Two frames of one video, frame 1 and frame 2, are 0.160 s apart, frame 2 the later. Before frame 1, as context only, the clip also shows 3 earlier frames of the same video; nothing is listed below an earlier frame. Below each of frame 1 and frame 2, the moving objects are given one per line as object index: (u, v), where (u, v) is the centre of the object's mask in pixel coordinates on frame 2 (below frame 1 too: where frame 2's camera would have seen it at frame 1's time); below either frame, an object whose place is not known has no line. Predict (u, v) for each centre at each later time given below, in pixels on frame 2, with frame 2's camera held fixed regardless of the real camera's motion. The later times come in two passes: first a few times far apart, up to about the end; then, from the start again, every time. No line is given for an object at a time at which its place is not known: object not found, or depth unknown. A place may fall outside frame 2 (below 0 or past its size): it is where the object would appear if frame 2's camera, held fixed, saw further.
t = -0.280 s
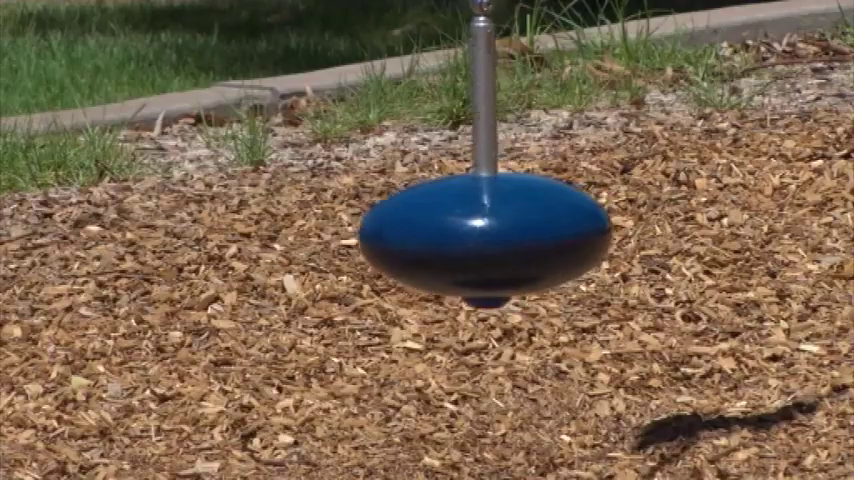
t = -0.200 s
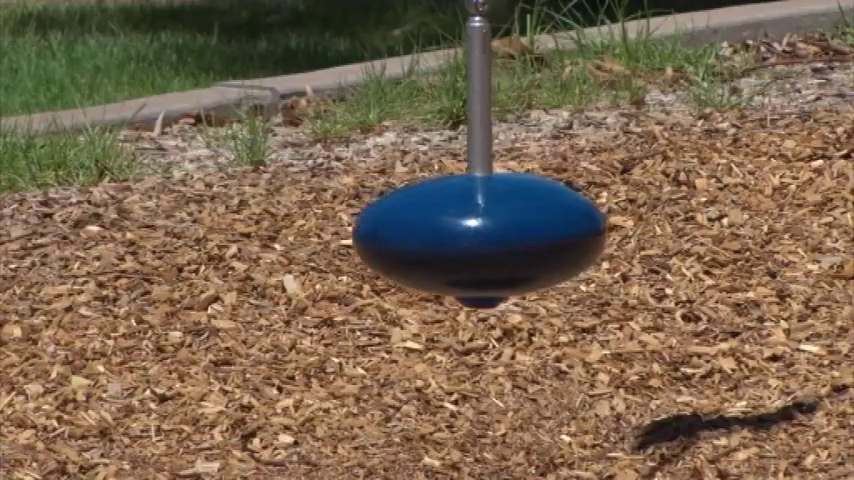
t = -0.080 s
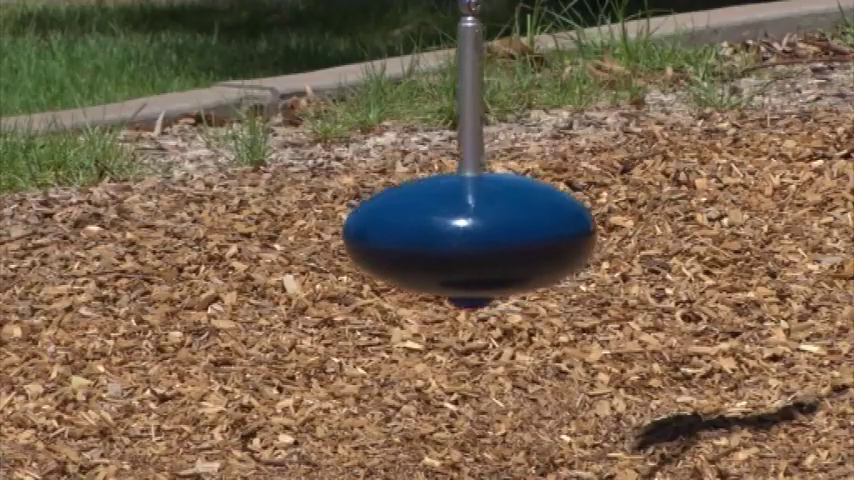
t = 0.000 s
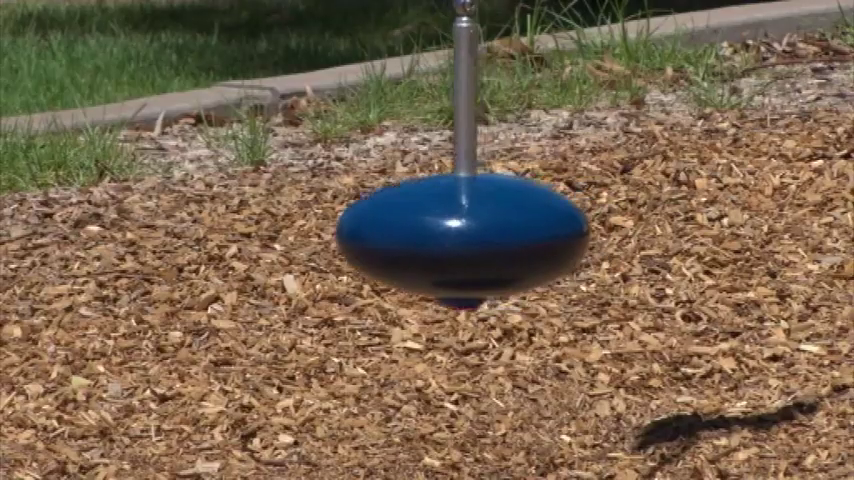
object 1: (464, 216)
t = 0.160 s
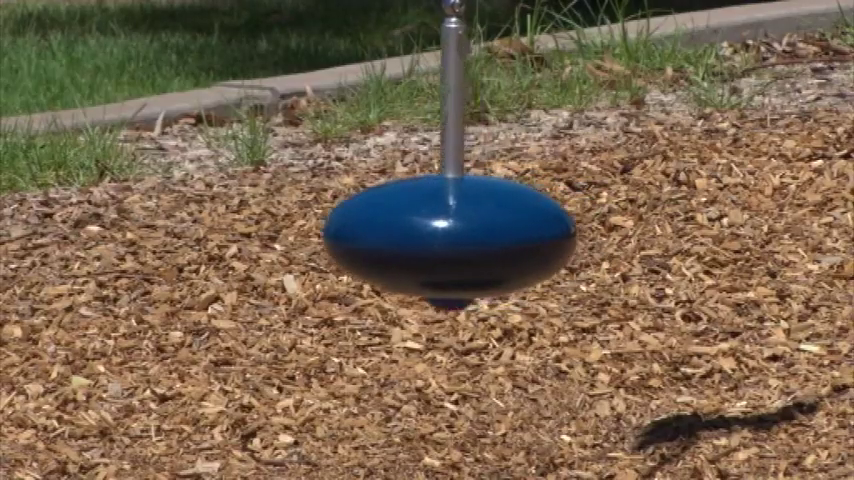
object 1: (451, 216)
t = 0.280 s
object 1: (444, 217)
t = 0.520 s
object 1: (433, 217)
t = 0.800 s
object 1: (433, 218)
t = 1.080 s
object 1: (443, 218)
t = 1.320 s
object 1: (460, 218)
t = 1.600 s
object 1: (483, 216)
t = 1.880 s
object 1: (501, 216)
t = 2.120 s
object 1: (505, 216)
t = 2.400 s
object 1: (496, 215)
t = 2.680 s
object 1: (477, 217)
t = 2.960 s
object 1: (454, 216)
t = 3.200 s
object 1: (438, 218)
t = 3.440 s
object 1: (428, 217)
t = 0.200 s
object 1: (448, 217)
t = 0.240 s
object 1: (446, 218)
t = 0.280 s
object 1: (444, 217)
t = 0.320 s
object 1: (441, 217)
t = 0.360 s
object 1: (439, 216)
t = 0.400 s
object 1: (437, 216)
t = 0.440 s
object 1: (436, 217)
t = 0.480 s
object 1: (435, 217)
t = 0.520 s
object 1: (433, 217)
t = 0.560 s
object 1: (433, 217)
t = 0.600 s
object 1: (432, 217)
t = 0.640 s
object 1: (432, 217)
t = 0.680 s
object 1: (432, 217)
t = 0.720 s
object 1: (432, 217)
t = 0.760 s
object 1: (432, 218)
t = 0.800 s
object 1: (433, 218)
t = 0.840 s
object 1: (433, 218)
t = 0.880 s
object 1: (435, 218)
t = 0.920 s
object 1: (436, 217)
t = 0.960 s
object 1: (437, 217)
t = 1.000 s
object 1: (439, 218)
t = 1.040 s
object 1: (441, 218)
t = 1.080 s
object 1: (443, 218)
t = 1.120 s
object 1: (445, 219)
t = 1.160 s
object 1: (448, 219)
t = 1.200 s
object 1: (451, 219)
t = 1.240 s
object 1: (454, 219)
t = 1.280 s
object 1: (457, 219)
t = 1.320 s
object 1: (460, 218)
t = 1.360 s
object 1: (463, 218)
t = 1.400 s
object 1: (467, 217)
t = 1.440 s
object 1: (469, 218)
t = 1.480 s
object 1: (473, 218)
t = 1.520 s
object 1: (477, 216)
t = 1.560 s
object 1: (480, 215)
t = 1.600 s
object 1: (483, 216)
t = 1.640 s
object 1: (486, 216)
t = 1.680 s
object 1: (489, 215)
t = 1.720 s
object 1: (492, 216)
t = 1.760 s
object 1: (495, 216)
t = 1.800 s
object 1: (497, 216)
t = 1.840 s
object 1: (499, 216)
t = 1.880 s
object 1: (501, 216)
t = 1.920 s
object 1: (502, 217)
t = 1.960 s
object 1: (503, 217)
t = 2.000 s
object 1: (504, 217)
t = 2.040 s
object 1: (504, 217)
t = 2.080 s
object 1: (505, 216)
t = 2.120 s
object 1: (505, 216)
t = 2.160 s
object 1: (504, 216)
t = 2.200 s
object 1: (504, 215)
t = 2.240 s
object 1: (502, 215)
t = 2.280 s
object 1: (501, 215)
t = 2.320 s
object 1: (500, 215)
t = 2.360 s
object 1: (498, 215)
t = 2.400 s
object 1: (496, 215)
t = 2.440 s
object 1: (493, 215)
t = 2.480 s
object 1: (492, 216)
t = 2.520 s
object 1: (488, 216)
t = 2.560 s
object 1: (485, 216)
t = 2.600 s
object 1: (482, 216)
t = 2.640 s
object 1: (480, 216)
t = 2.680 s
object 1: (477, 217)
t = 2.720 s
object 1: (473, 217)
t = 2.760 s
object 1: (470, 217)
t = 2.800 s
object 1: (466, 217)
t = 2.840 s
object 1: (464, 217)
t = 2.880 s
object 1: (460, 216)
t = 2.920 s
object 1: (457, 217)
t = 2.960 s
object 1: (454, 216)
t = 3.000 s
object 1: (451, 217)
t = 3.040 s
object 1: (448, 218)
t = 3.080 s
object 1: (445, 218)
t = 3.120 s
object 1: (442, 218)
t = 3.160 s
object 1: (440, 218)
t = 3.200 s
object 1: (438, 218)
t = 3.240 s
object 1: (436, 218)
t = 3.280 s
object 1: (433, 218)
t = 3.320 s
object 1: (432, 218)
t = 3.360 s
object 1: (430, 217)
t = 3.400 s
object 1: (429, 217)
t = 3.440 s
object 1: (428, 217)
